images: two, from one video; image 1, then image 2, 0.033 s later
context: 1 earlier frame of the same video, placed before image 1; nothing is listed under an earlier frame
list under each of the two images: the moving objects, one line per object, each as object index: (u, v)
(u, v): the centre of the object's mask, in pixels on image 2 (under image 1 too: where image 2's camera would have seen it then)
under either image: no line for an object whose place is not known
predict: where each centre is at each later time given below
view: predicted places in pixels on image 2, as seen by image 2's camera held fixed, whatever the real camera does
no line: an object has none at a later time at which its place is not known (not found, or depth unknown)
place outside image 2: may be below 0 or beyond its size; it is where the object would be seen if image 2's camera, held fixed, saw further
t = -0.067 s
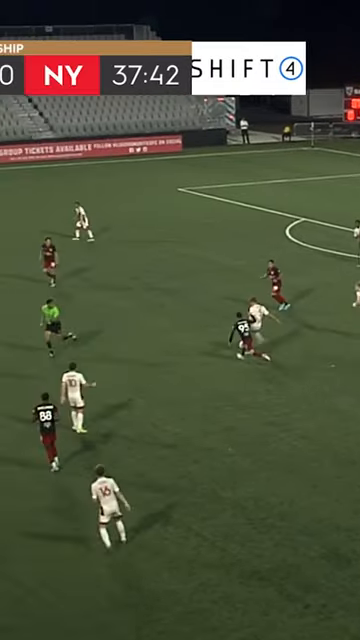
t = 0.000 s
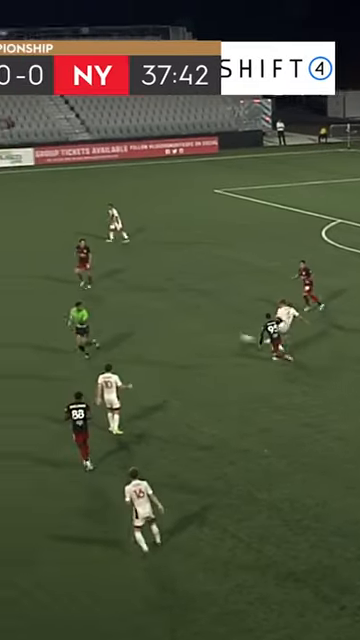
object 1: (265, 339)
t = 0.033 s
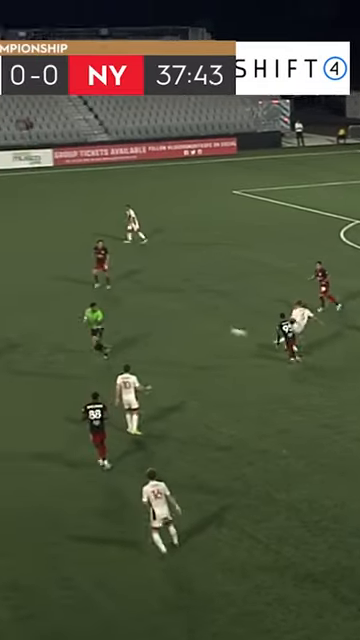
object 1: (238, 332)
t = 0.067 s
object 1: (211, 326)
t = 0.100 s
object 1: (184, 320)
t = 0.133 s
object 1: (159, 315)
